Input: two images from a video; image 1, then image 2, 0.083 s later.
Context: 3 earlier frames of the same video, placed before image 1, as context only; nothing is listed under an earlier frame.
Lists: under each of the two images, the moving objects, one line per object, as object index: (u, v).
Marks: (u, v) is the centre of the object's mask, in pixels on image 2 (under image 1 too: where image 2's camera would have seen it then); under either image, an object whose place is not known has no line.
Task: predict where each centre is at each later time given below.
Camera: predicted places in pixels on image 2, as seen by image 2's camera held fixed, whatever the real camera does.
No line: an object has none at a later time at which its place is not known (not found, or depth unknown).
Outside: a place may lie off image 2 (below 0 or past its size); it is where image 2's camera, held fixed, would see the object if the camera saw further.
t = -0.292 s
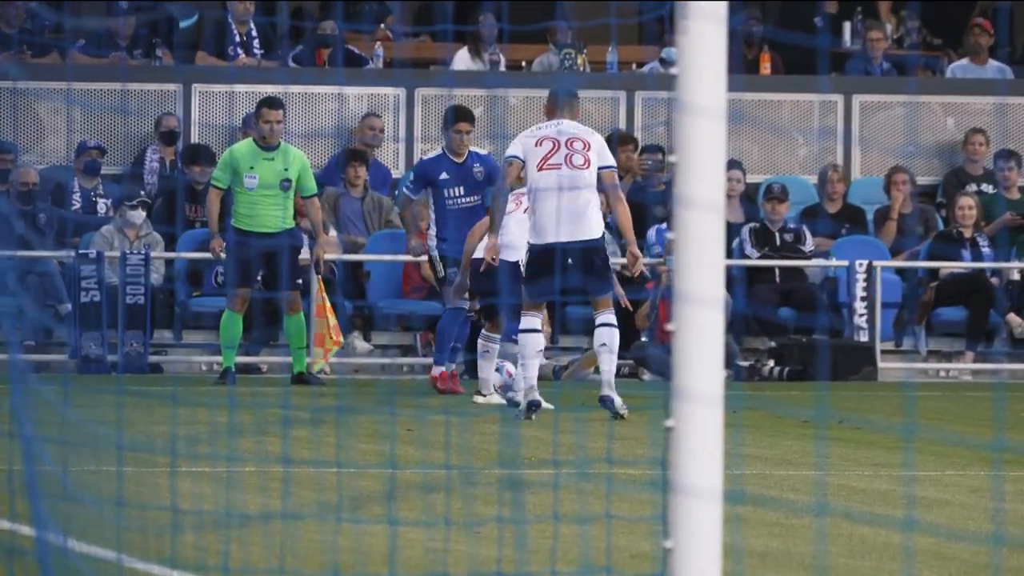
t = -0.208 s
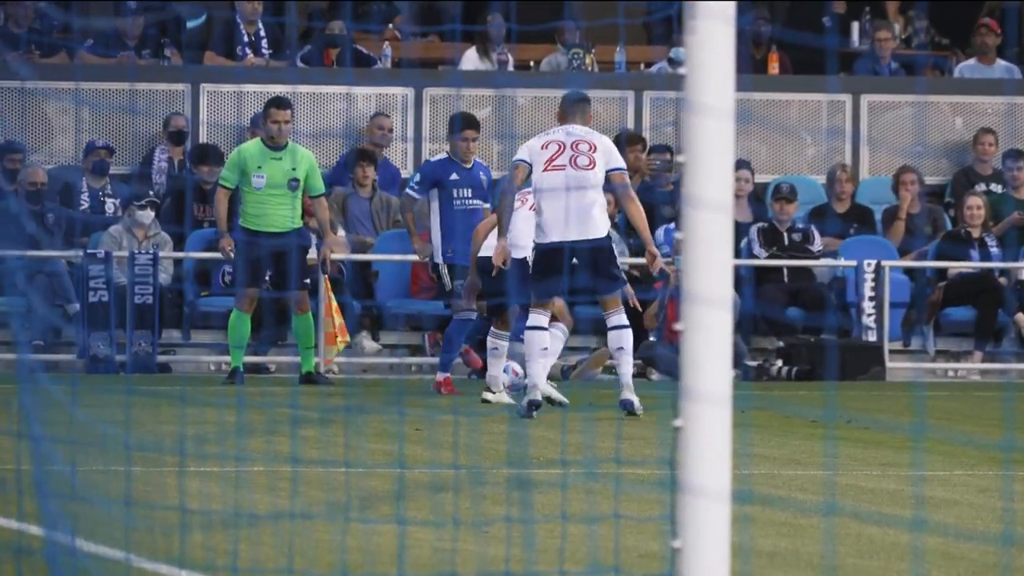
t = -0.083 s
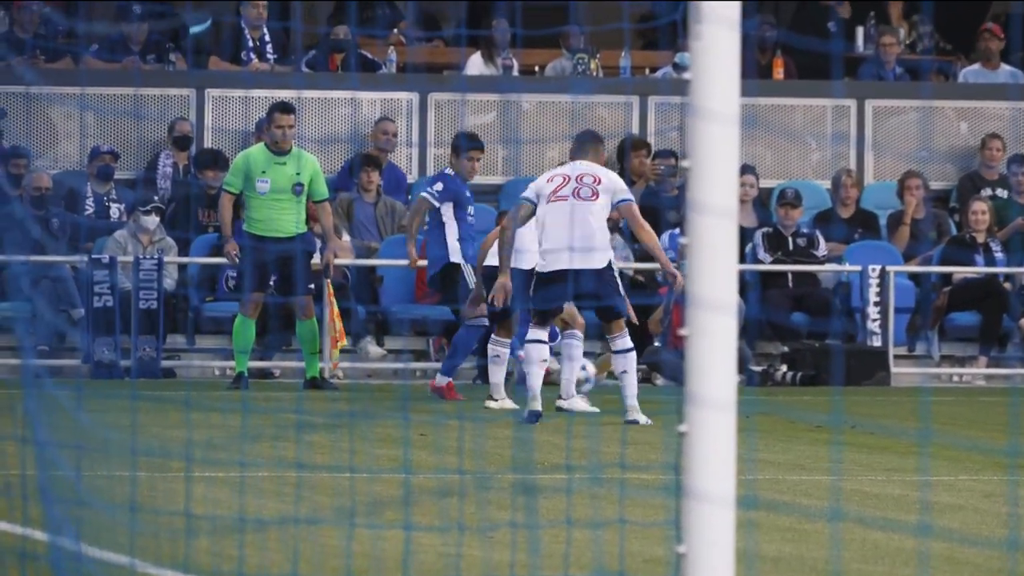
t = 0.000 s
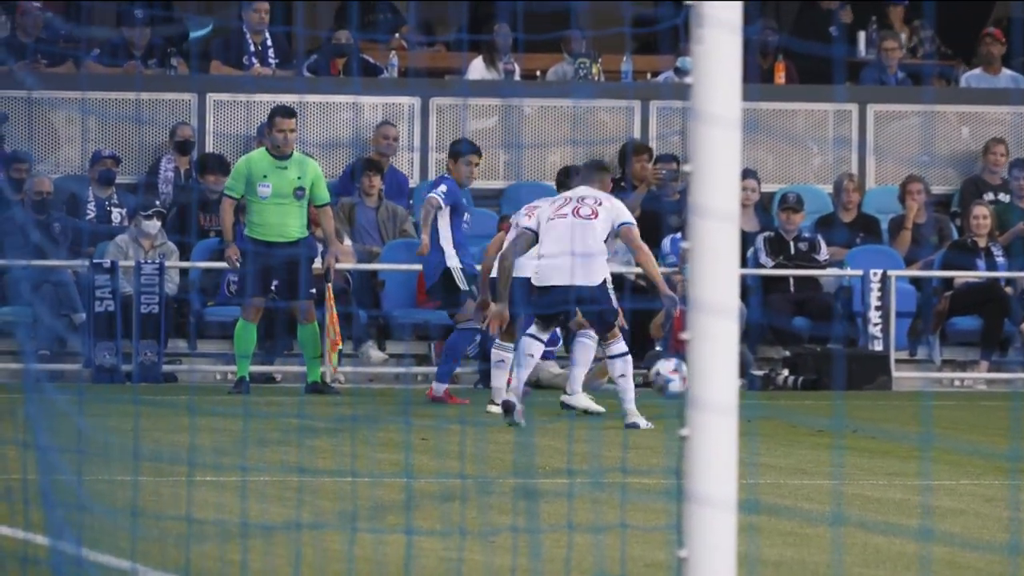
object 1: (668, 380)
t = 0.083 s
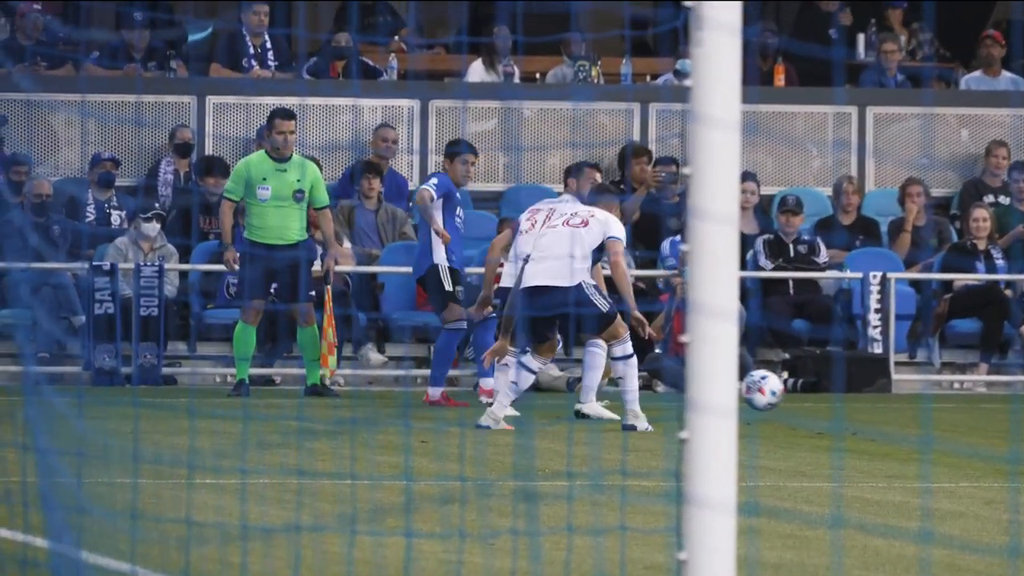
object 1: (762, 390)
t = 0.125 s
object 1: (800, 397)
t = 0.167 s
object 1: (856, 413)
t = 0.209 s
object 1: (890, 413)
